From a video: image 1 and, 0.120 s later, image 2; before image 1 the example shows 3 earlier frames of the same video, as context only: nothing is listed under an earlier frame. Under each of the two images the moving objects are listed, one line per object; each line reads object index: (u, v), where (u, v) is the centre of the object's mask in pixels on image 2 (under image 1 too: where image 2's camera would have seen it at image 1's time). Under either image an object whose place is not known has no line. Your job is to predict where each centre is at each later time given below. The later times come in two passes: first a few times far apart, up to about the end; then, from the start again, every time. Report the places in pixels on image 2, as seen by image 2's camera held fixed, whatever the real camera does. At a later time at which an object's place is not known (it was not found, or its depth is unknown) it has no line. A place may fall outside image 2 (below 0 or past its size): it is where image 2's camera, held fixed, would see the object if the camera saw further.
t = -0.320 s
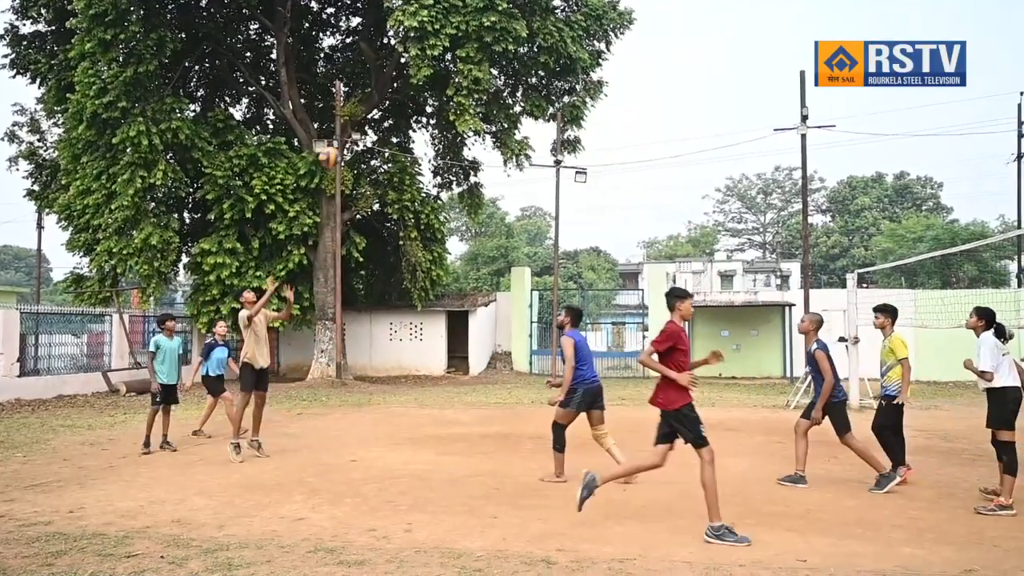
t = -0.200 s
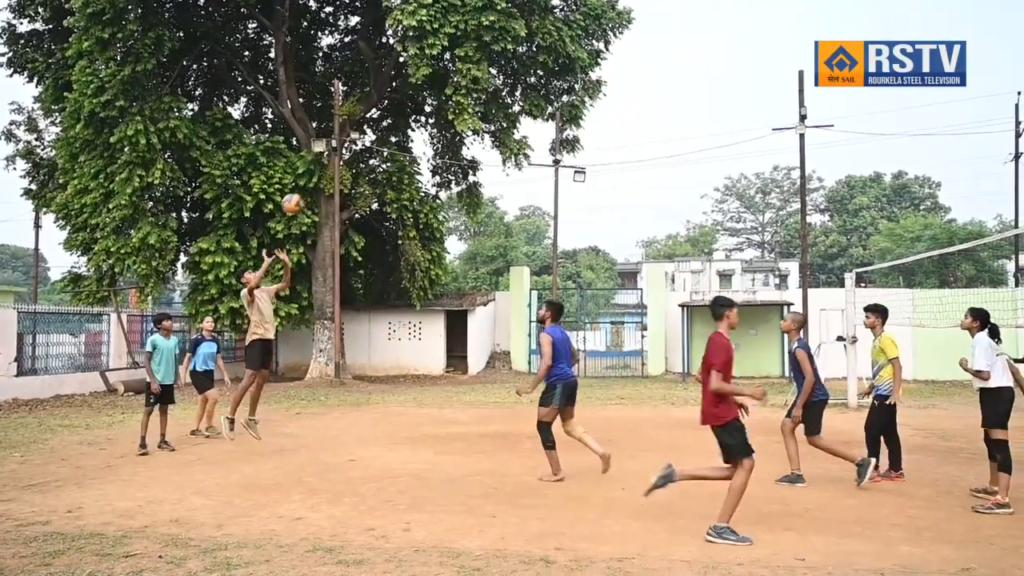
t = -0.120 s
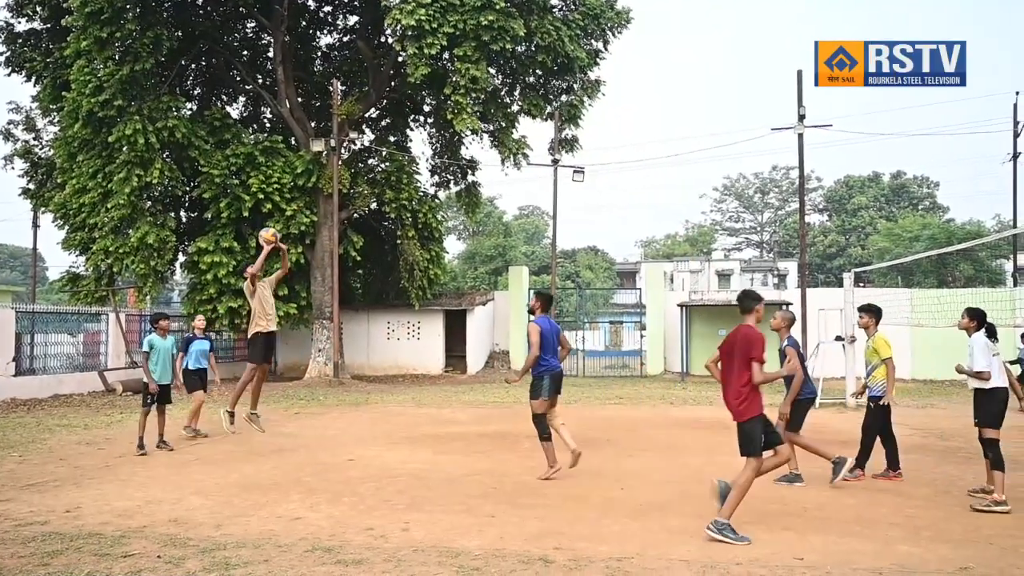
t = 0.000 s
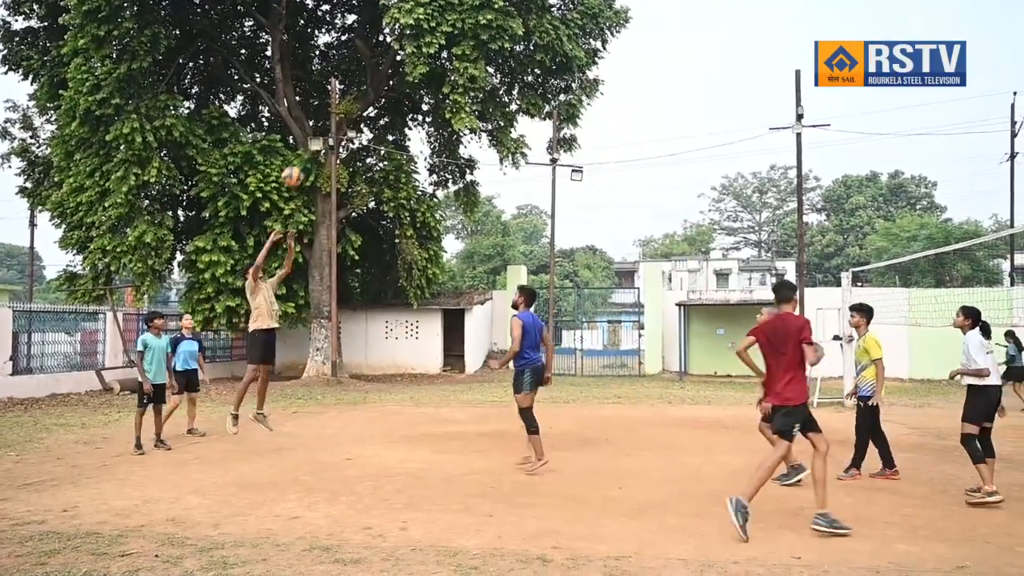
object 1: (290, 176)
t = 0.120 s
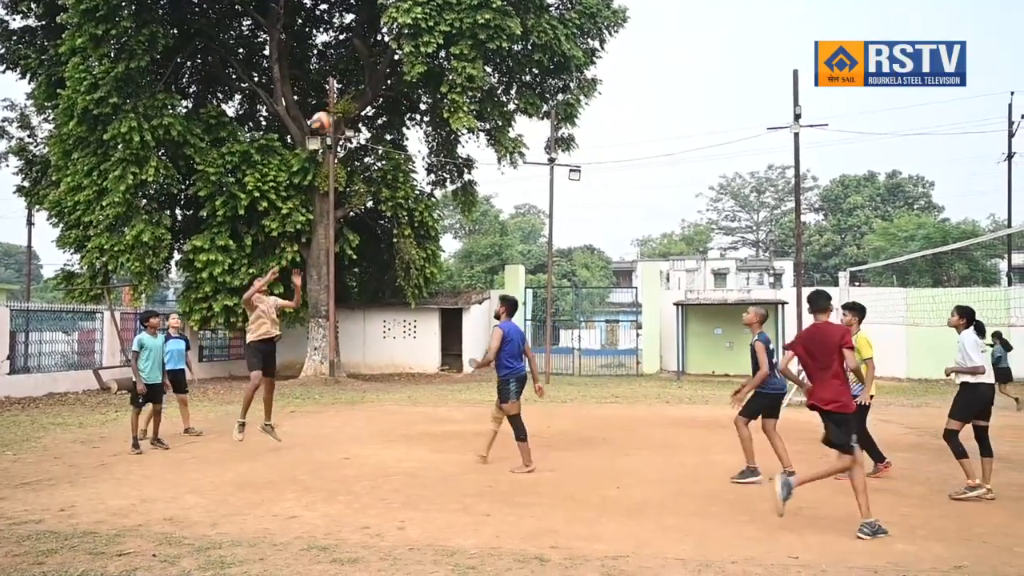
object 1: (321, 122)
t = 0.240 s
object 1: (355, 80)
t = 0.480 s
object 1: (422, 35)
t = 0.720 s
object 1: (493, 43)
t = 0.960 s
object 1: (565, 112)
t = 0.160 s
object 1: (332, 107)
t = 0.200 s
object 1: (343, 93)
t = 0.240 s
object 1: (355, 80)
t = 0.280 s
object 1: (366, 69)
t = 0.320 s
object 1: (377, 59)
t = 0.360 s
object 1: (388, 51)
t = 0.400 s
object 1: (399, 44)
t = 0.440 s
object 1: (411, 39)
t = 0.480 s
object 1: (422, 35)
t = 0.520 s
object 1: (433, 32)
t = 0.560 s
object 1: (446, 32)
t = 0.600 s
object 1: (457, 32)
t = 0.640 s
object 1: (469, 34)
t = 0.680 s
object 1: (480, 37)
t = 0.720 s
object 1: (493, 43)
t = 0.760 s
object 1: (504, 51)
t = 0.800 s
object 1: (517, 60)
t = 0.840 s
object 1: (529, 70)
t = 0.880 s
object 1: (540, 82)
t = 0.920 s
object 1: (552, 96)
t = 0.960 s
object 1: (565, 112)
